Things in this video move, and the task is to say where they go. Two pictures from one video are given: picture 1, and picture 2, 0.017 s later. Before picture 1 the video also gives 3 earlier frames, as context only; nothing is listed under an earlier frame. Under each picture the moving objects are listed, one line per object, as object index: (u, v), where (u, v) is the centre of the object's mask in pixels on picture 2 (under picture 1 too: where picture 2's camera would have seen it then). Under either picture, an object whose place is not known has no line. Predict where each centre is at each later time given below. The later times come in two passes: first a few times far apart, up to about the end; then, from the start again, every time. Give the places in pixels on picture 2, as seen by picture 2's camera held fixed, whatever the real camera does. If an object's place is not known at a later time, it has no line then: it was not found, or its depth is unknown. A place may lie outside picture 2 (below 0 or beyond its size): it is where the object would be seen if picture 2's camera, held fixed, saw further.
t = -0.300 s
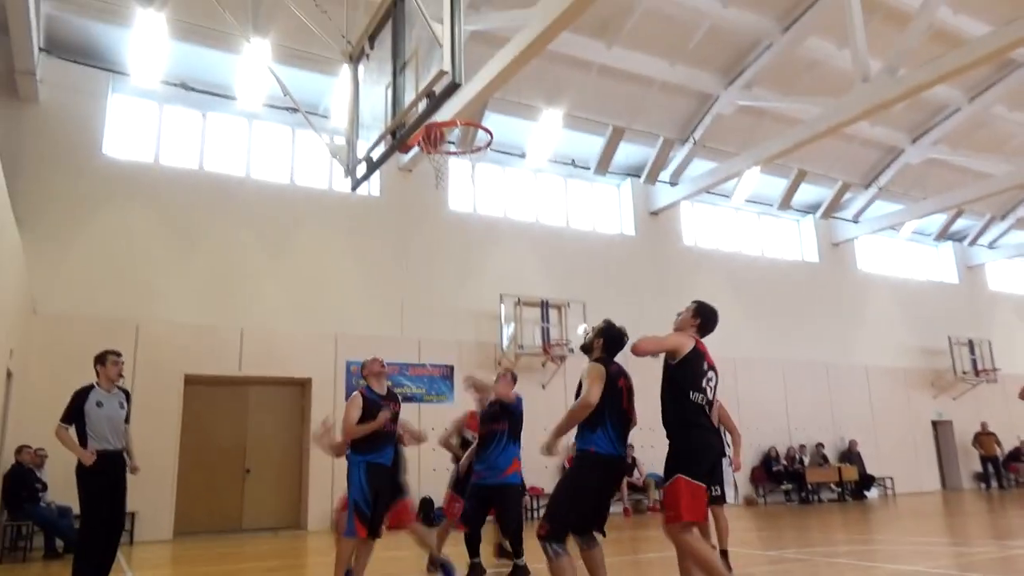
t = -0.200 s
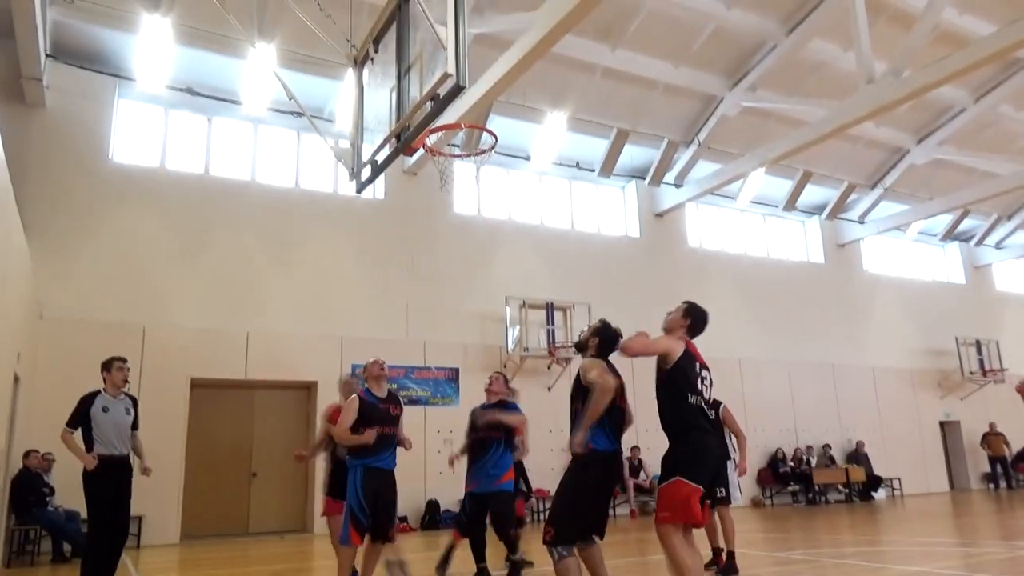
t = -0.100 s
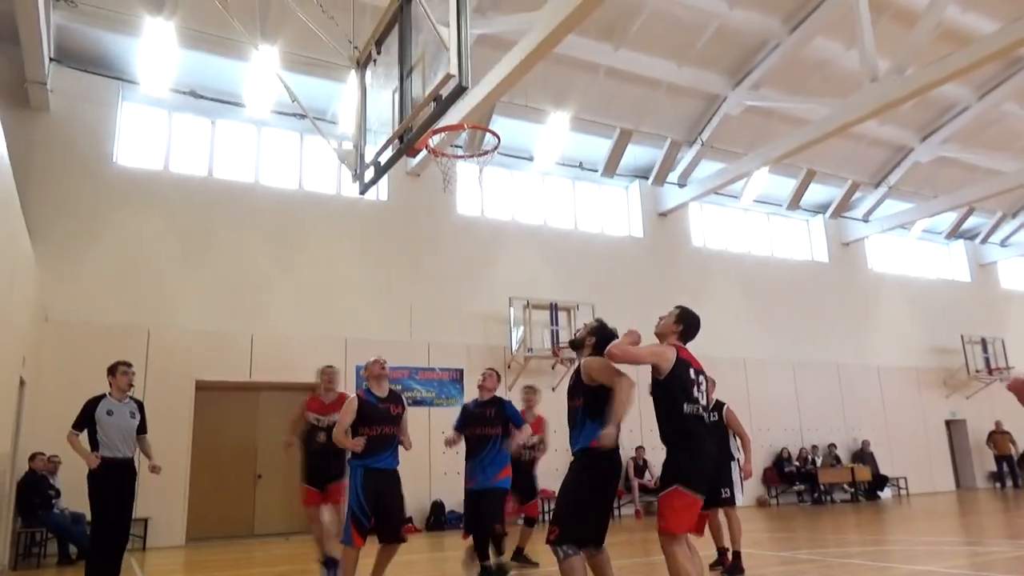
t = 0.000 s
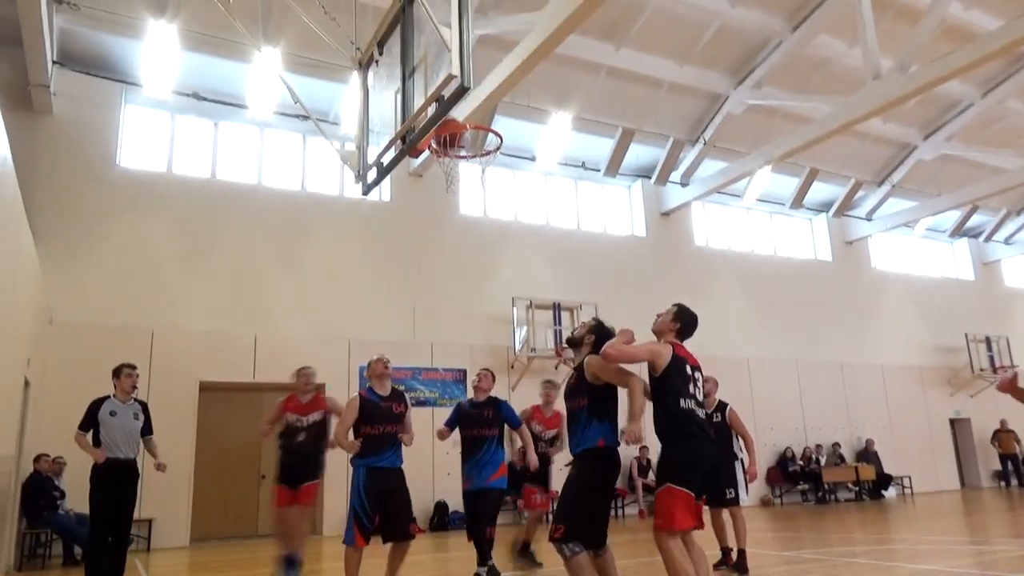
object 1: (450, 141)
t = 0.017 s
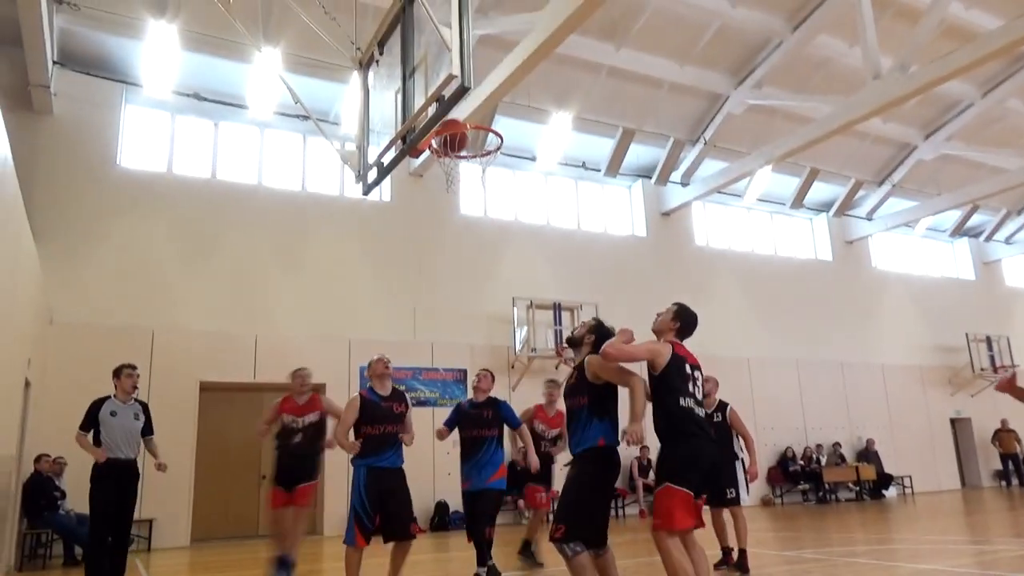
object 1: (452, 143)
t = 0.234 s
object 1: (482, 119)
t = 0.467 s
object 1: (468, 114)
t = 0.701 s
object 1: (459, 161)
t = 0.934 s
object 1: (468, 235)
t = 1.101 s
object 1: (478, 333)
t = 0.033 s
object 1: (456, 141)
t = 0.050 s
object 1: (460, 140)
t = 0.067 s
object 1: (464, 133)
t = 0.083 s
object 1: (467, 133)
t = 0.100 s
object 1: (471, 139)
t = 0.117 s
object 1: (476, 139)
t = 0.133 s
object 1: (481, 132)
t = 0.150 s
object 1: (486, 133)
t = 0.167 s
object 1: (486, 131)
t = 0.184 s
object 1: (485, 127)
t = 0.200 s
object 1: (484, 123)
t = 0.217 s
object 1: (483, 122)
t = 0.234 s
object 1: (482, 119)
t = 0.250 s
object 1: (480, 118)
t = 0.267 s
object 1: (479, 116)
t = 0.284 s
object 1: (478, 112)
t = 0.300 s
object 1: (477, 114)
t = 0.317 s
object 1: (476, 112)
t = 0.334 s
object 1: (475, 112)
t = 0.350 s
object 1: (473, 112)
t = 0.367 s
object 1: (472, 116)
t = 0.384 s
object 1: (470, 114)
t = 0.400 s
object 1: (470, 114)
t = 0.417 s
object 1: (469, 114)
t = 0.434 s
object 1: (469, 114)
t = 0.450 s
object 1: (468, 114)
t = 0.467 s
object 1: (468, 114)
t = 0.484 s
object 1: (467, 115)
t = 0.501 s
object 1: (467, 115)
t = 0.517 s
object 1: (466, 120)
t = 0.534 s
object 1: (465, 122)
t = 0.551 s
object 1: (464, 124)
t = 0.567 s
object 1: (464, 128)
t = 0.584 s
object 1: (462, 134)
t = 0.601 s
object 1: (462, 135)
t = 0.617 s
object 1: (462, 141)
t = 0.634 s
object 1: (461, 144)
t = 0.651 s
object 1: (461, 146)
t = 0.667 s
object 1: (459, 149)
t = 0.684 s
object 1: (459, 154)
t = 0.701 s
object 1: (459, 161)
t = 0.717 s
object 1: (458, 167)
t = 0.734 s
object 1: (459, 173)
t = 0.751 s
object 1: (459, 177)
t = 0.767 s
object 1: (459, 181)
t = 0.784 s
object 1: (460, 185)
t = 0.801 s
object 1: (461, 189)
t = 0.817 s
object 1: (462, 193)
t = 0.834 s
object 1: (462, 198)
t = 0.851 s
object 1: (464, 204)
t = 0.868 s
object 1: (465, 211)
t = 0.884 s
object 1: (466, 218)
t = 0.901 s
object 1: (467, 225)
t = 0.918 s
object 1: (467, 231)
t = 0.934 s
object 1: (468, 235)
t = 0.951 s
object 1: (469, 243)
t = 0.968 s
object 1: (470, 252)
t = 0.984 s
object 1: (471, 262)
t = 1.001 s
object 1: (472, 269)
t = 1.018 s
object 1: (472, 275)
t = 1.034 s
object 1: (474, 287)
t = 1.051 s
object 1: (475, 299)
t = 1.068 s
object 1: (476, 312)
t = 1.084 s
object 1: (477, 320)
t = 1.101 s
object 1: (478, 333)
